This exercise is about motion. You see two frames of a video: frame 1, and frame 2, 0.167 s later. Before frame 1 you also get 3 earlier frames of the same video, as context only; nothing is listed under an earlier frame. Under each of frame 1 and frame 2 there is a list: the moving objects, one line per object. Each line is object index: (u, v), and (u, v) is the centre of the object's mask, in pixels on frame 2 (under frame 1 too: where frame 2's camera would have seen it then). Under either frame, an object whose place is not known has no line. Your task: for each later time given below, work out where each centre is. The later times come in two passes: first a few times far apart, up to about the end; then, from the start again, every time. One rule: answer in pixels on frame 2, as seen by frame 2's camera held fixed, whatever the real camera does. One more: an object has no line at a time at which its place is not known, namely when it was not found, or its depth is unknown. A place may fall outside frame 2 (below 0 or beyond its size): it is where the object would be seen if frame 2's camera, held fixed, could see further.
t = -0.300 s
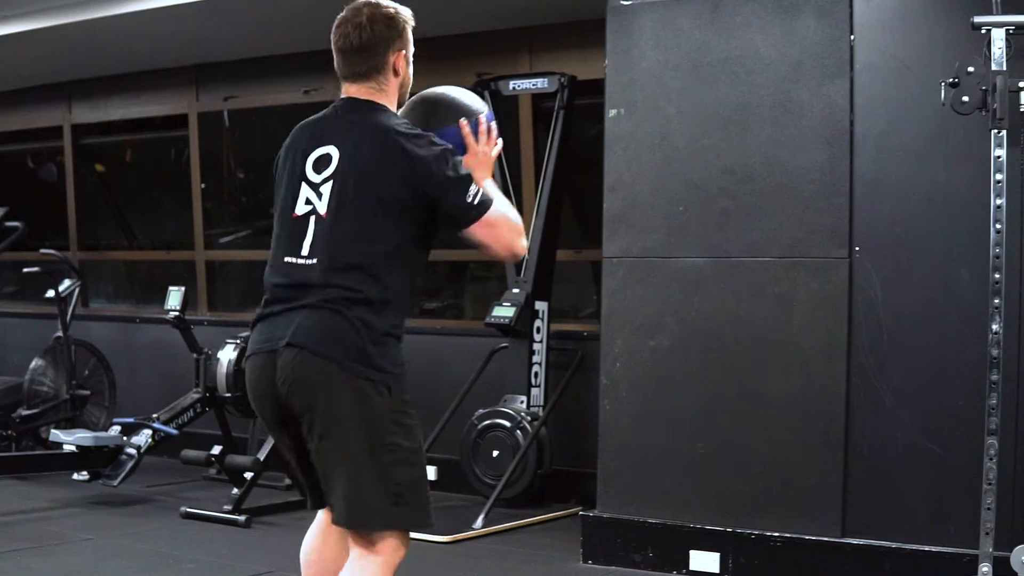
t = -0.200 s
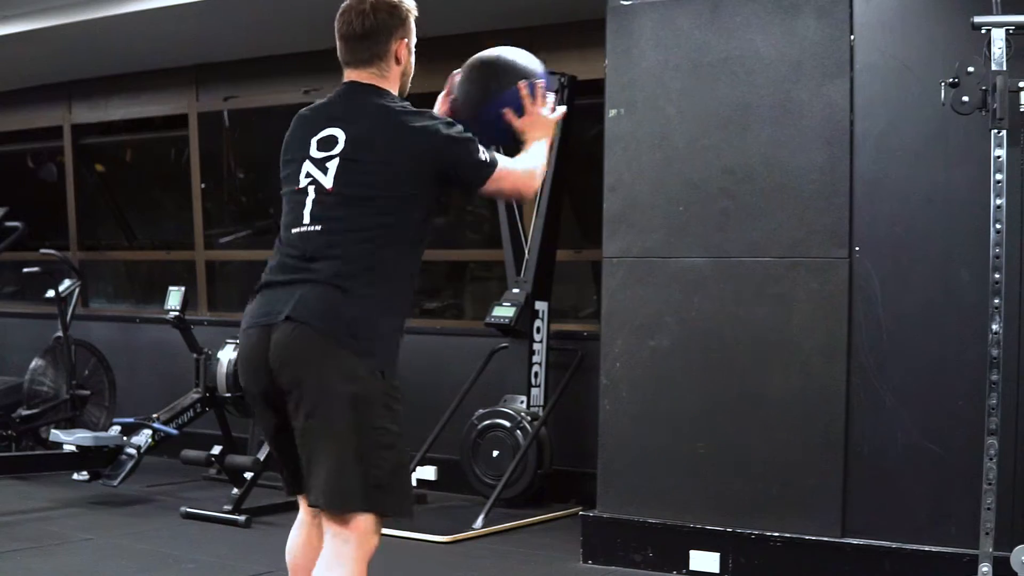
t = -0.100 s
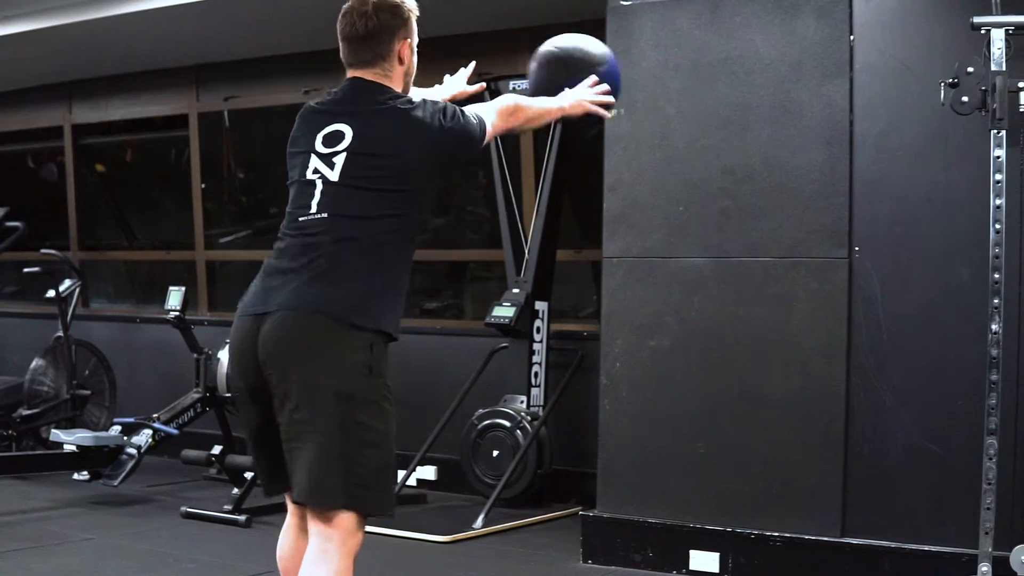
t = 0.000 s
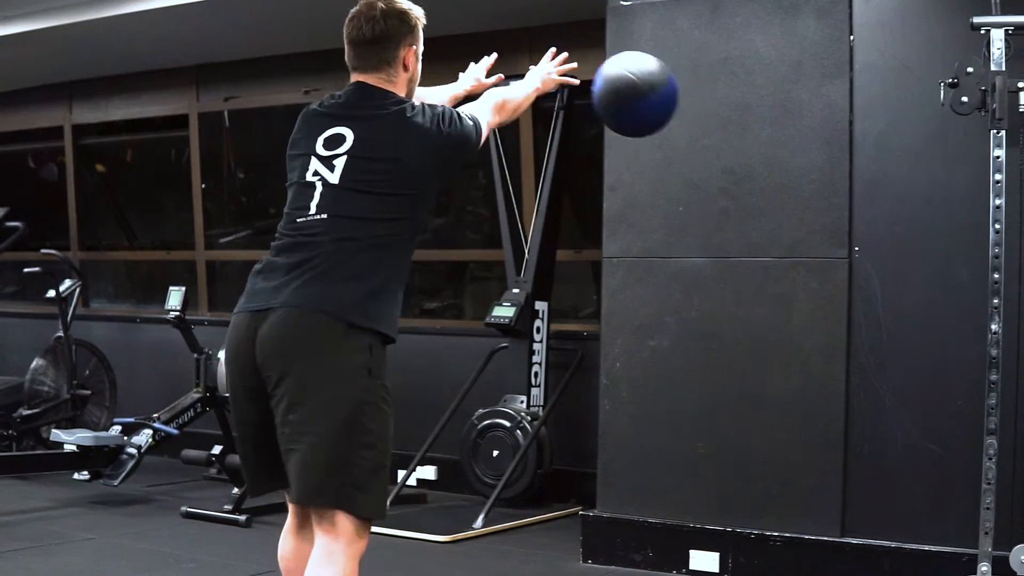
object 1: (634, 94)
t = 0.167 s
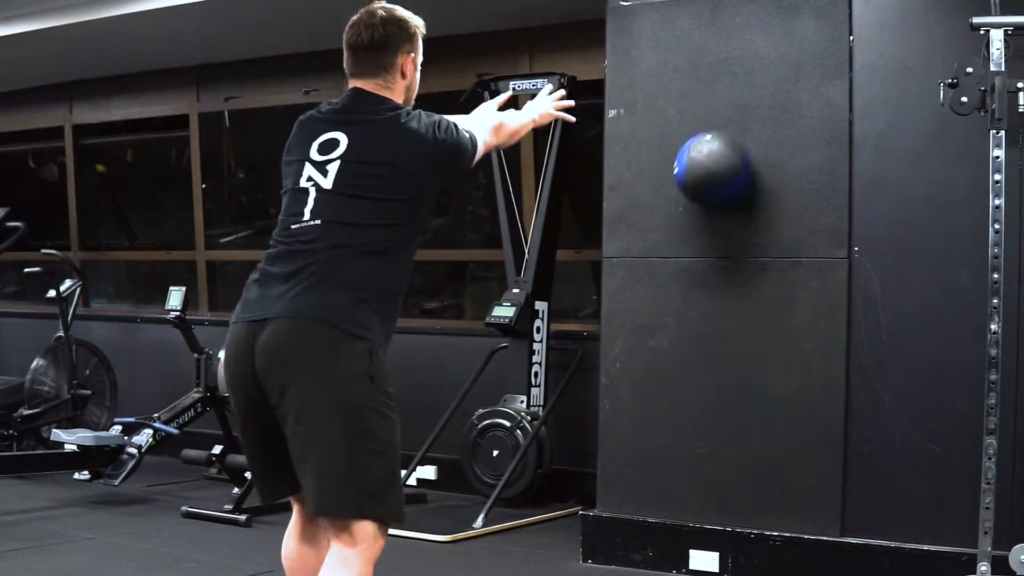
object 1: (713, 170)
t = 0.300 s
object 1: (667, 225)
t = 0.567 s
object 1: (548, 542)
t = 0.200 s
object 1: (702, 178)
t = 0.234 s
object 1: (691, 190)
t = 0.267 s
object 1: (679, 205)
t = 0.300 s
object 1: (667, 225)
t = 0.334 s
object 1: (655, 248)
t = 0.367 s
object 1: (641, 275)
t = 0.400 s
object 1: (628, 307)
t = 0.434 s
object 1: (614, 344)
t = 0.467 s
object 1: (598, 387)
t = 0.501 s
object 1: (581, 437)
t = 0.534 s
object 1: (565, 489)
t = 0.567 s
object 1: (548, 542)
